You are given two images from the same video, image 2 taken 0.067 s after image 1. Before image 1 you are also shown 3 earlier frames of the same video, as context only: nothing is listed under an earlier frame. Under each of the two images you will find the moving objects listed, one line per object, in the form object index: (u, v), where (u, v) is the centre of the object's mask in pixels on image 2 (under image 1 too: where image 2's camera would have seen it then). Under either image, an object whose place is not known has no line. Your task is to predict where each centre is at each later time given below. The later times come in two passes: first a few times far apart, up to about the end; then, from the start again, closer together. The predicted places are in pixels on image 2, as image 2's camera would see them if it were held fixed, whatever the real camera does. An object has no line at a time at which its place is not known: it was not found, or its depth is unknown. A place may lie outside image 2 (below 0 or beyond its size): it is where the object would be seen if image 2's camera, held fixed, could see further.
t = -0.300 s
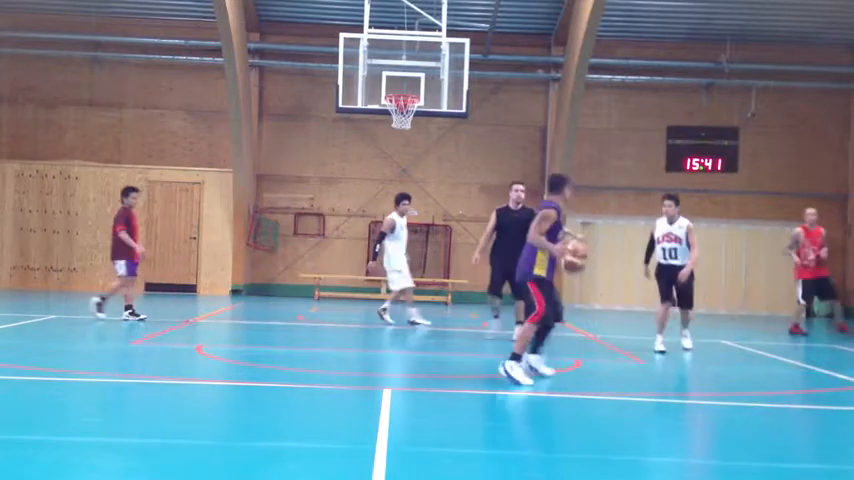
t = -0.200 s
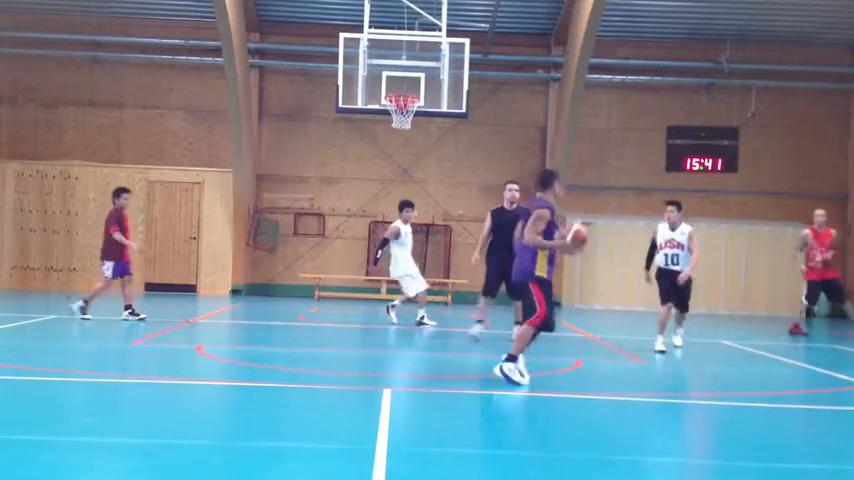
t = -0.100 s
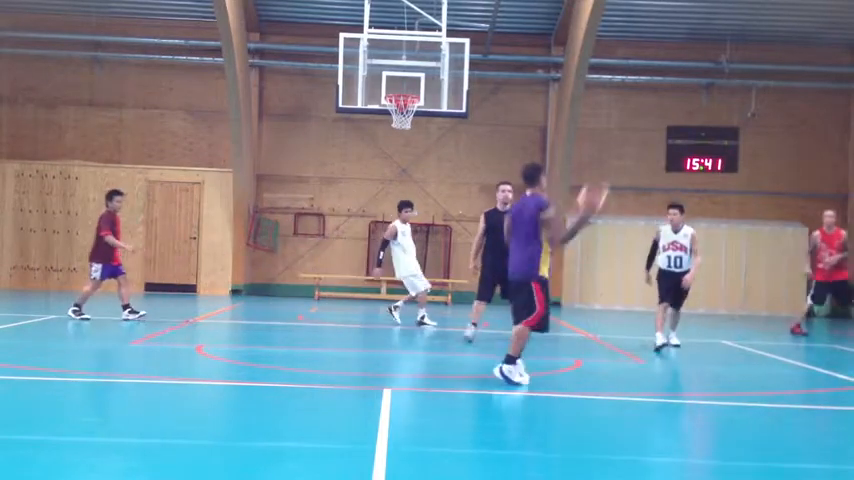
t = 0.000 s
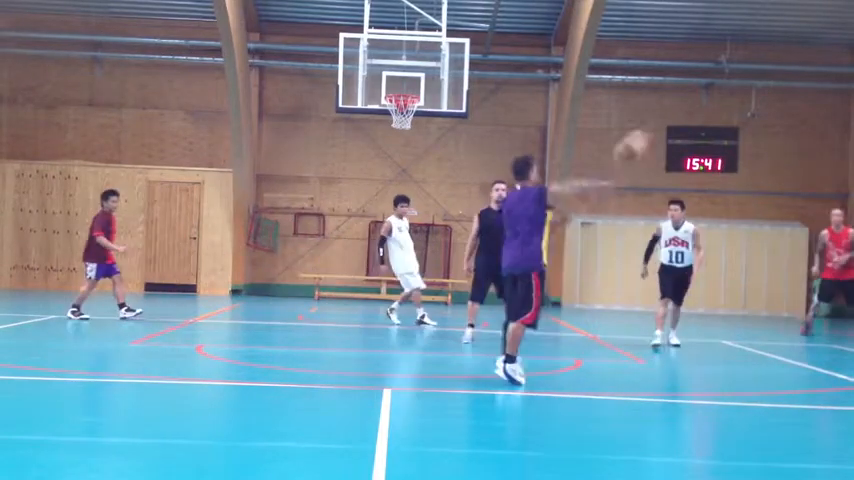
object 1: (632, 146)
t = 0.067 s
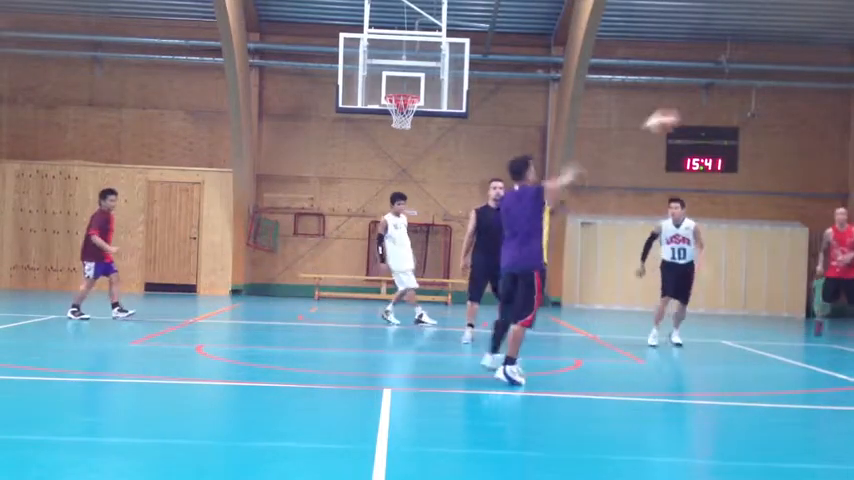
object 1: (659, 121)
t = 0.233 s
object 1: (714, 89)
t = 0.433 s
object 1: (763, 88)
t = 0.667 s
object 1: (804, 123)
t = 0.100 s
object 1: (672, 112)
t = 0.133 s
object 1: (686, 105)
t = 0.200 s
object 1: (706, 93)
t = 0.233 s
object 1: (714, 89)
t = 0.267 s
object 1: (724, 87)
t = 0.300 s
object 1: (733, 85)
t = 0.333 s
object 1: (740, 84)
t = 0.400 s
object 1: (756, 85)
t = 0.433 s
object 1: (763, 88)
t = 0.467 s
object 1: (770, 92)
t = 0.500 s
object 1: (777, 95)
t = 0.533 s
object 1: (783, 99)
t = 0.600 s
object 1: (796, 111)
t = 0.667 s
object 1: (804, 123)
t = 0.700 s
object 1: (810, 130)
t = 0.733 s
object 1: (815, 140)
